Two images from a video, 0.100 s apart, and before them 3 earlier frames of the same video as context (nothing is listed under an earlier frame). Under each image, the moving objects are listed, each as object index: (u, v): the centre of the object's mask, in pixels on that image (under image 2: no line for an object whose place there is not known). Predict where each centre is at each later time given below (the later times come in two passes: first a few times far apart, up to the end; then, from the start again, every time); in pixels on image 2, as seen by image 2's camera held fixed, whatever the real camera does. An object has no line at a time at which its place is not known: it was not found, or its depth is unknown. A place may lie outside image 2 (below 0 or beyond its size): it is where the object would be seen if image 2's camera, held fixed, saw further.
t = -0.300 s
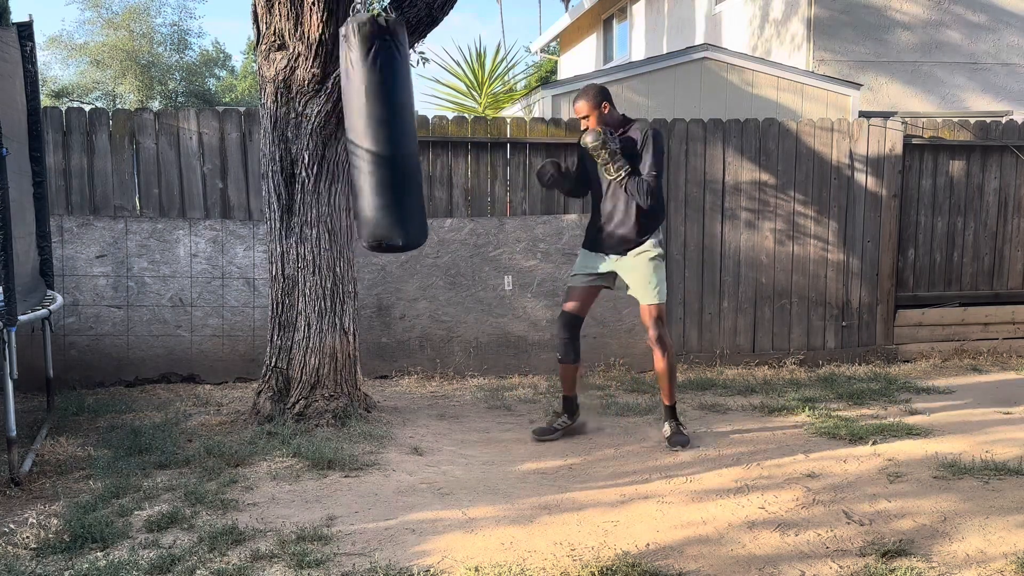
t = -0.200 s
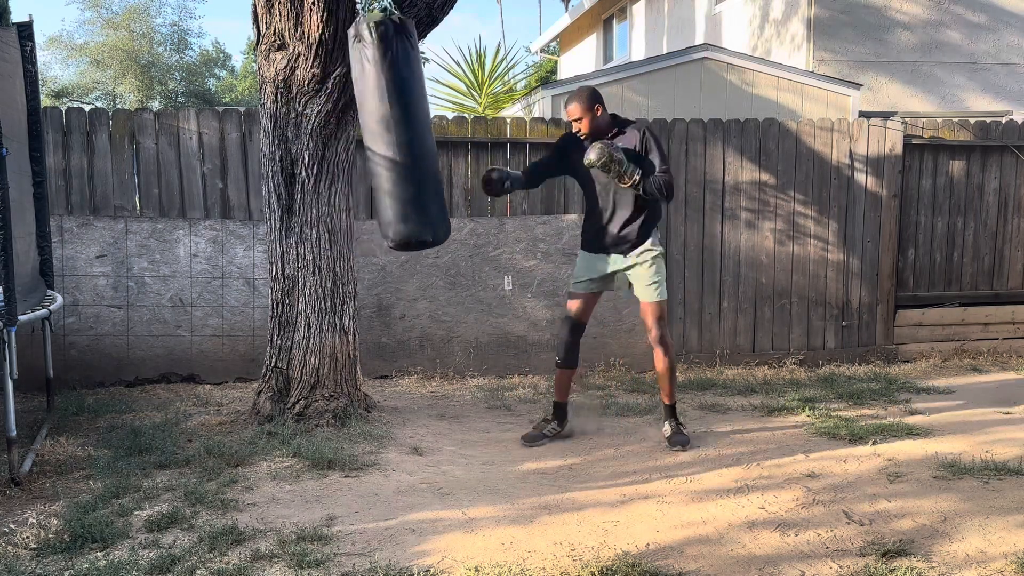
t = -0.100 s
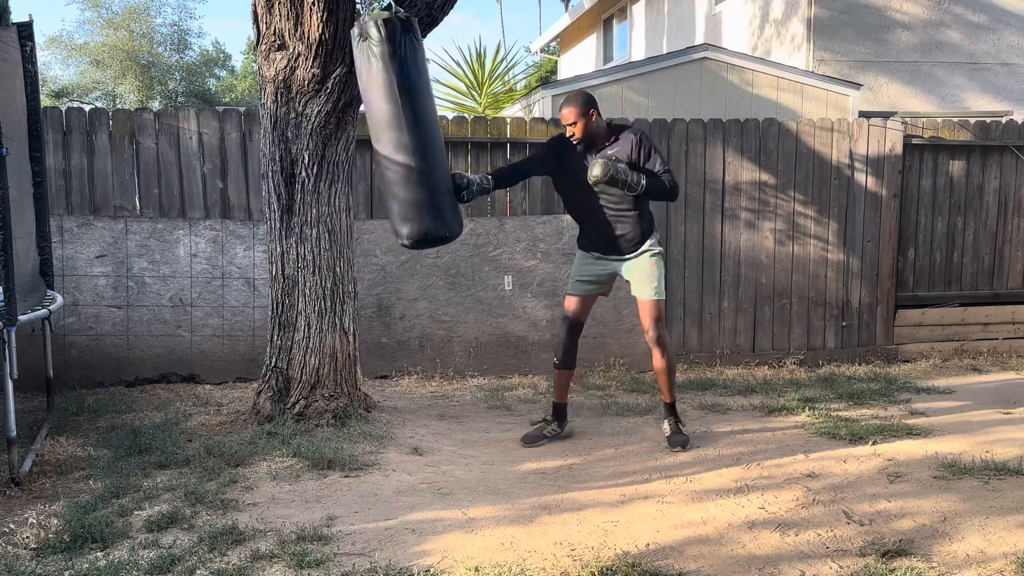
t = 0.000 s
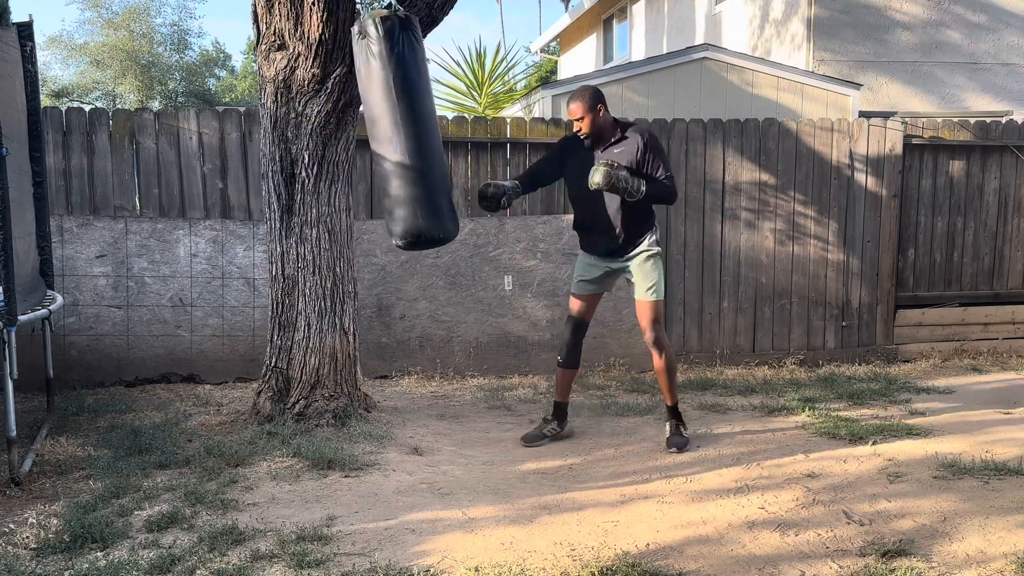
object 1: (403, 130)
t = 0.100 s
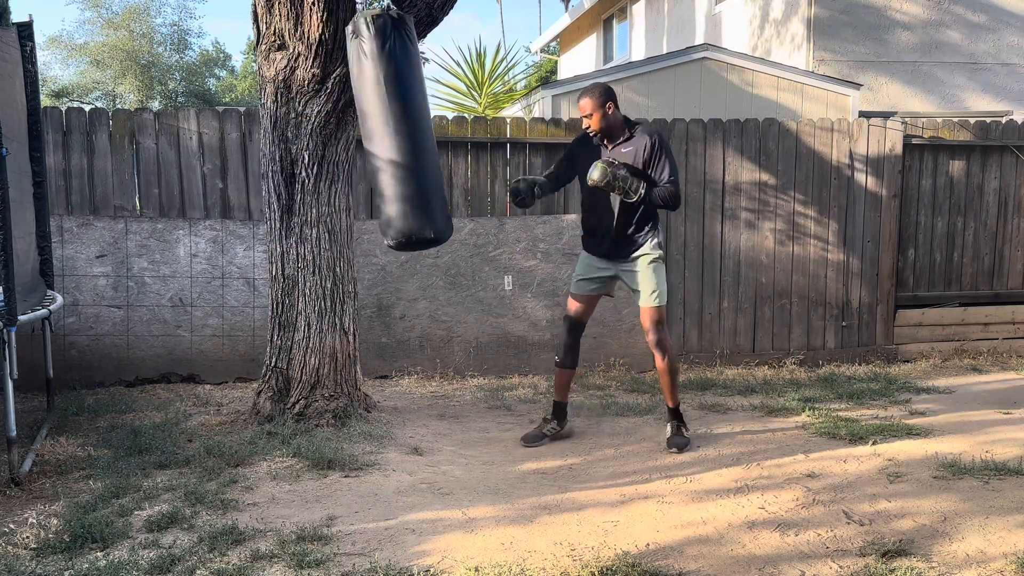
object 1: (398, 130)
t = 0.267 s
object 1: (384, 132)
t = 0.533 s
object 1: (358, 132)
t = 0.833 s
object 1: (337, 131)
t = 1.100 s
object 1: (336, 131)
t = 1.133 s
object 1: (337, 131)
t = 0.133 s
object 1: (395, 131)
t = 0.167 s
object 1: (392, 131)
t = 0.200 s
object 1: (390, 131)
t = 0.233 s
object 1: (388, 130)
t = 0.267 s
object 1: (384, 132)
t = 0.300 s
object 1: (382, 131)
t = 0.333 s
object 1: (379, 131)
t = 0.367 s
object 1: (375, 131)
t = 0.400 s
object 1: (371, 132)
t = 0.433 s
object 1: (368, 132)
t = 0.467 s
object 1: (364, 132)
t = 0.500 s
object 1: (361, 132)
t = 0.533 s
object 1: (358, 132)
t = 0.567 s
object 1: (355, 133)
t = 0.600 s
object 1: (352, 133)
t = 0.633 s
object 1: (350, 132)
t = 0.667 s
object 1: (347, 132)
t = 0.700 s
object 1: (344, 132)
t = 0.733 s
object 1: (342, 132)
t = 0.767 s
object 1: (340, 132)
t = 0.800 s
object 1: (338, 132)
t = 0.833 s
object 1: (337, 131)
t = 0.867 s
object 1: (336, 131)
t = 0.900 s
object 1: (336, 131)
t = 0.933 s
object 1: (335, 131)
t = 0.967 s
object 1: (335, 131)
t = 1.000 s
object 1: (335, 131)
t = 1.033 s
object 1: (335, 131)
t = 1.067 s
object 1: (335, 131)
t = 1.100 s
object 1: (336, 131)
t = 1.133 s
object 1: (337, 131)
